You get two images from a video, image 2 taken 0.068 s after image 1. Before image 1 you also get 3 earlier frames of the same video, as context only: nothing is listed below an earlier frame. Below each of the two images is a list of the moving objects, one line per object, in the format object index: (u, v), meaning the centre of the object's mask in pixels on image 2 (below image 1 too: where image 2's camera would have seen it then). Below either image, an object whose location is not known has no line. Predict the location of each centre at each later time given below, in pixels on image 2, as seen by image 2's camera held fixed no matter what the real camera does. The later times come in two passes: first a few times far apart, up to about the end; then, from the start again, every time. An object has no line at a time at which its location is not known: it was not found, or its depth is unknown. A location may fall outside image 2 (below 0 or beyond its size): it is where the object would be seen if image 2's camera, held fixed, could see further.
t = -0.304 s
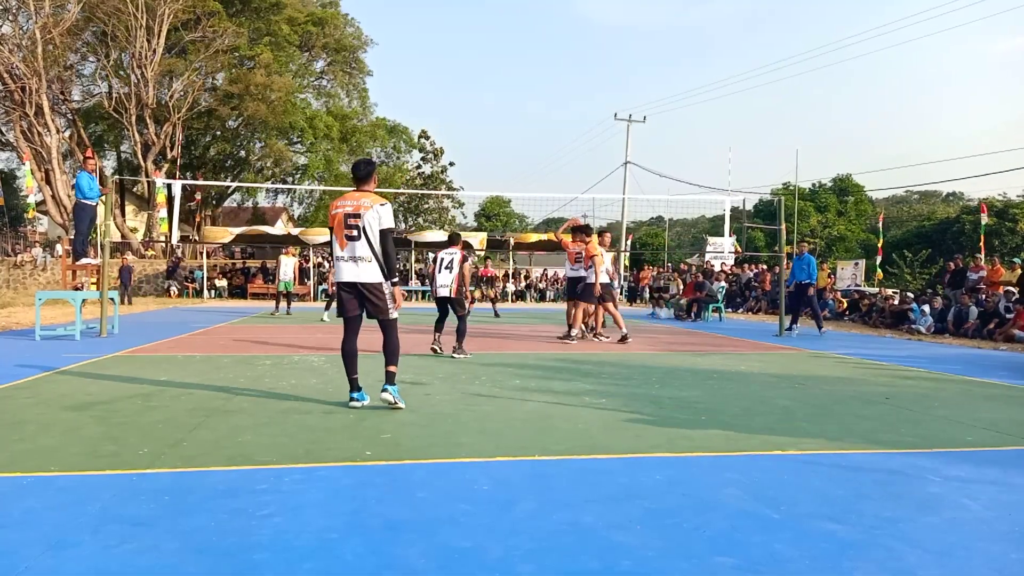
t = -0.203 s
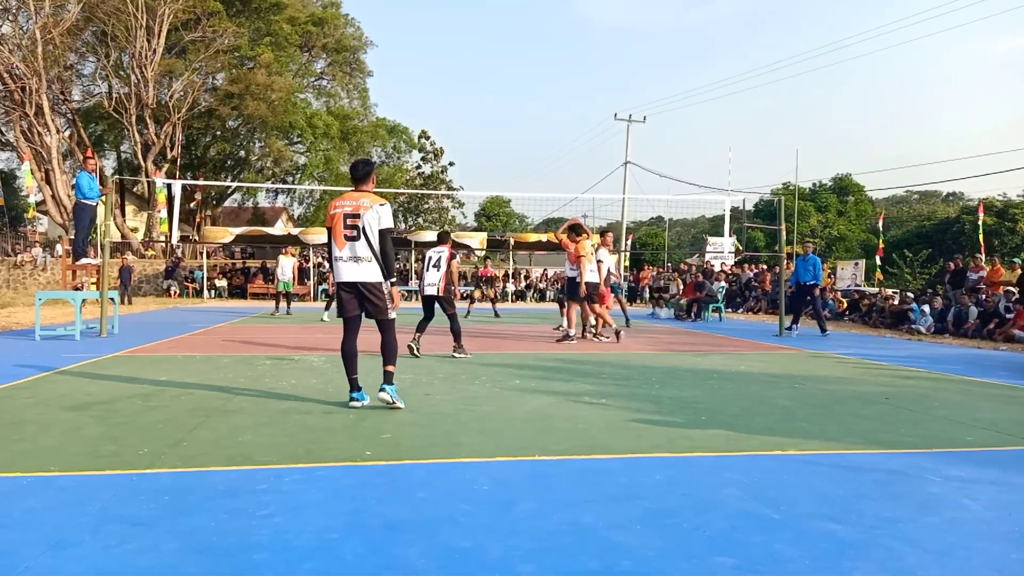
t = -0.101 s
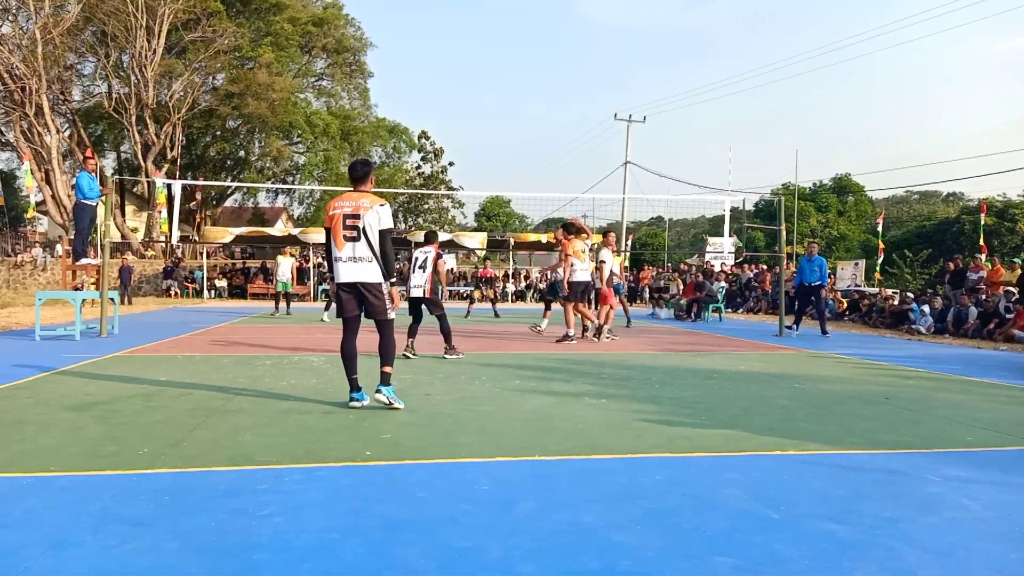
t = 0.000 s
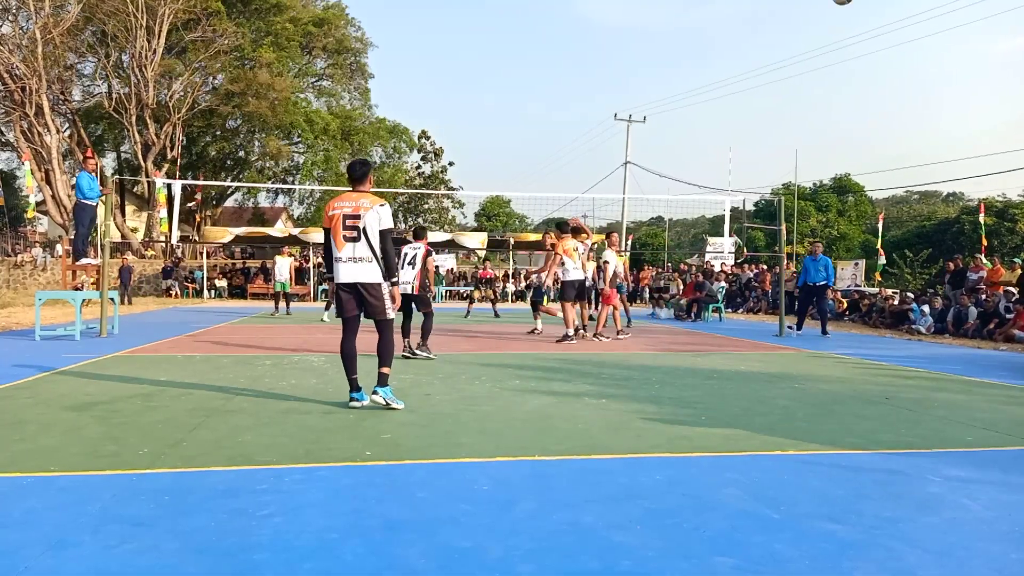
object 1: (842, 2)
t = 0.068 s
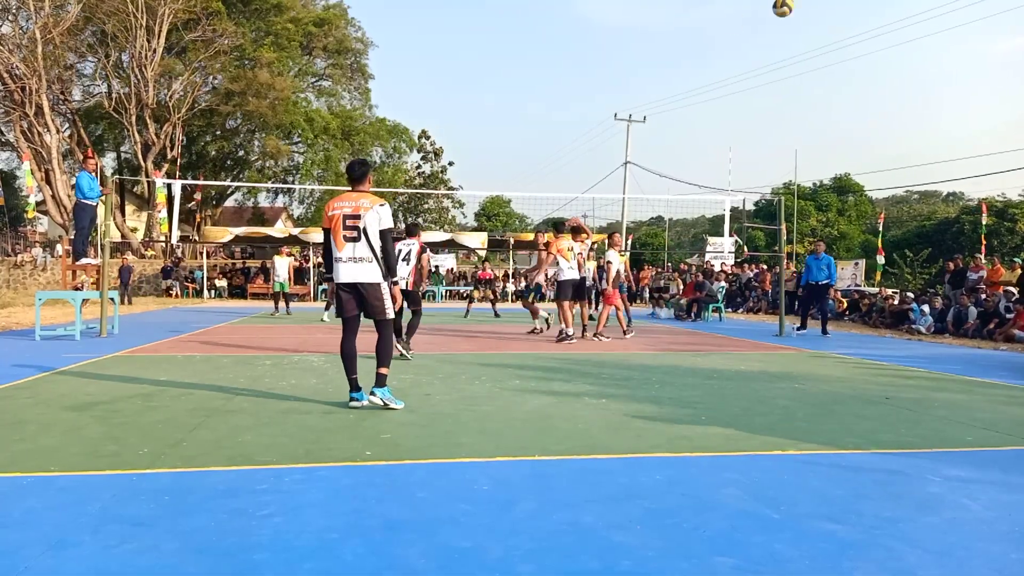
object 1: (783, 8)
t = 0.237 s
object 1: (672, 52)
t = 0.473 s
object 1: (566, 129)
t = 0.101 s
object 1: (757, 14)
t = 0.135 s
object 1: (733, 23)
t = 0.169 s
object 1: (711, 32)
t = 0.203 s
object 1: (691, 42)
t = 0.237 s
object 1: (672, 52)
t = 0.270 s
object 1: (654, 63)
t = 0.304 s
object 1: (638, 74)
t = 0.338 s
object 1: (622, 84)
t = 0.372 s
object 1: (606, 96)
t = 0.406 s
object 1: (592, 107)
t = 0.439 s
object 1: (579, 118)
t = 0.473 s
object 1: (566, 129)
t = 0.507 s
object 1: (554, 141)
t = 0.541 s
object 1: (544, 152)
